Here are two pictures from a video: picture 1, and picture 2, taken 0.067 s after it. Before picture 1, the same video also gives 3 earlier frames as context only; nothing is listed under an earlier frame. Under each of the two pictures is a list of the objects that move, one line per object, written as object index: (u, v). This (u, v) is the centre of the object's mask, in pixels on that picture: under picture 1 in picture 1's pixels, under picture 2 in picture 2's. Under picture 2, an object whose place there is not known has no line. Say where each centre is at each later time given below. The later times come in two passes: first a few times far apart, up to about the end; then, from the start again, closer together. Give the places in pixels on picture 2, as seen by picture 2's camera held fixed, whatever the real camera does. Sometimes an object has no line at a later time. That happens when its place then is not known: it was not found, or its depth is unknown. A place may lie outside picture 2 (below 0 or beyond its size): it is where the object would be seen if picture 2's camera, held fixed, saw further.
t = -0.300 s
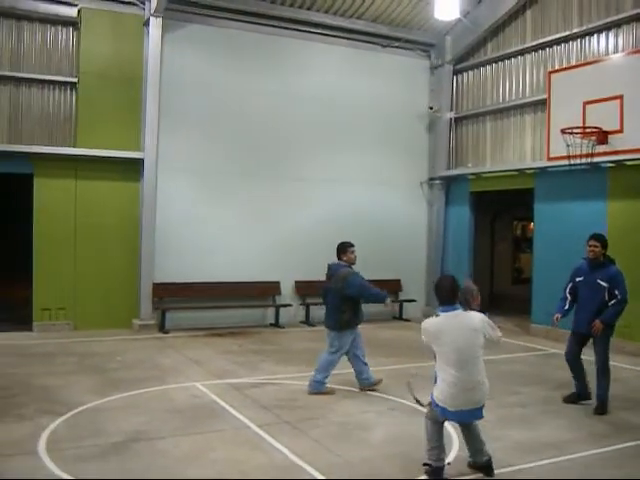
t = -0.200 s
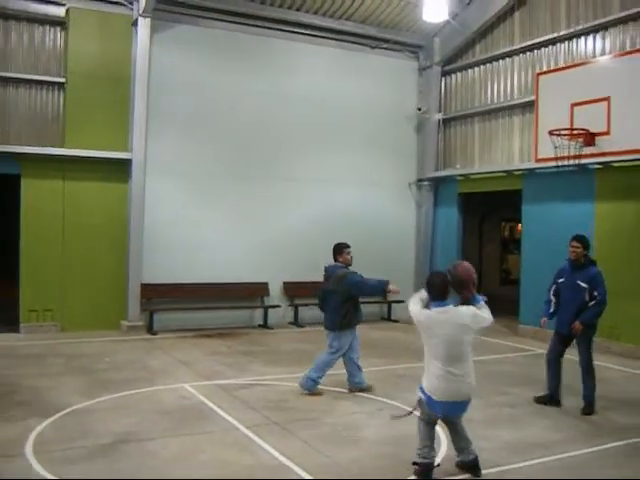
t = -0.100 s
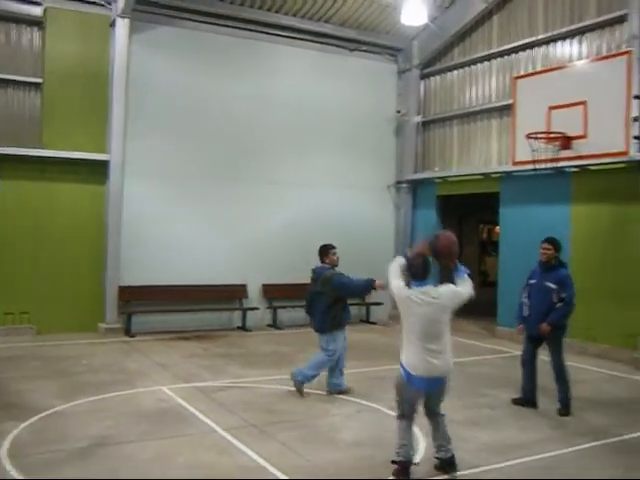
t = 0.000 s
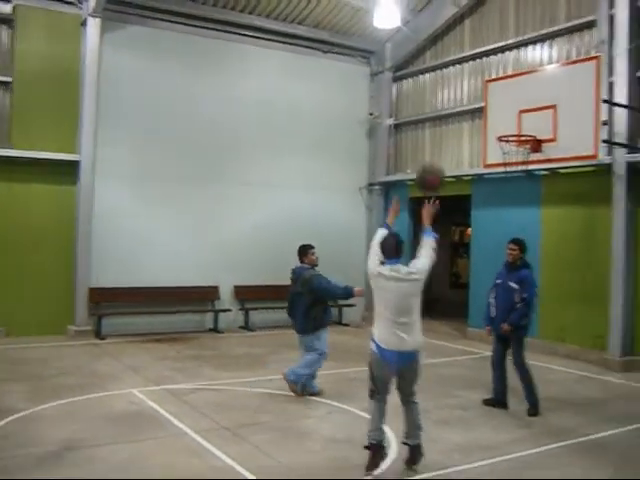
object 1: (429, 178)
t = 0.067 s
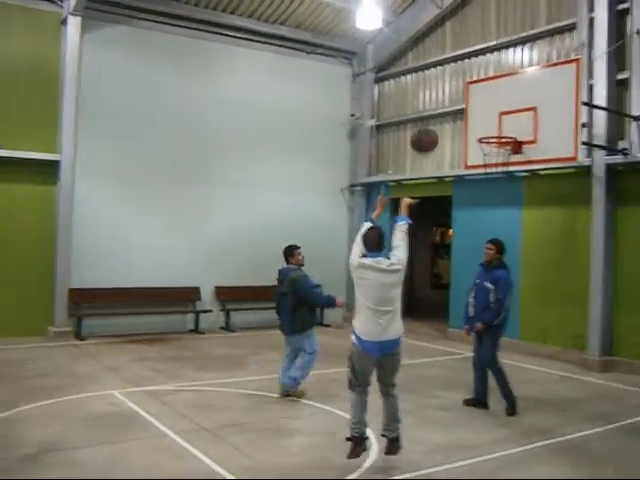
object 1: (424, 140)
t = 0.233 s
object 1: (451, 77)
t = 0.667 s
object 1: (497, 69)
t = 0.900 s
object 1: (515, 126)
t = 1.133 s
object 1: (502, 110)
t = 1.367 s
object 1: (483, 125)
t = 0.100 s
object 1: (430, 123)
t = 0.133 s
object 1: (435, 109)
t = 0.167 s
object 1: (440, 97)
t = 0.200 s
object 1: (446, 86)
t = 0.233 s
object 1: (451, 77)
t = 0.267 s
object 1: (455, 69)
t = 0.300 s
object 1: (460, 64)
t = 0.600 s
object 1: (491, 59)
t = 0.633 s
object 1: (495, 64)
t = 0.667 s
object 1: (497, 69)
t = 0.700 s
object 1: (500, 75)
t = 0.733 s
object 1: (503, 82)
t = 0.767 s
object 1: (505, 89)
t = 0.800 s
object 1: (508, 97)
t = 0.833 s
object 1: (510, 106)
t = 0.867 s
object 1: (513, 115)
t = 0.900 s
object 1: (515, 126)
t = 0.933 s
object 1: (518, 131)
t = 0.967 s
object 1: (516, 126)
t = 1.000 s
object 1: (512, 120)
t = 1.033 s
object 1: (510, 117)
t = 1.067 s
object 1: (508, 114)
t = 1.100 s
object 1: (505, 111)
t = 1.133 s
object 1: (502, 110)
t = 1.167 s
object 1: (500, 110)
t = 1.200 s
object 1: (497, 110)
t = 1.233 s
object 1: (494, 111)
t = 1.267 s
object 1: (491, 113)
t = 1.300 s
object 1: (489, 116)
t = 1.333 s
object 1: (486, 120)
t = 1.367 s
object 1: (483, 125)
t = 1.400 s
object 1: (480, 132)
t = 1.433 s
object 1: (477, 138)
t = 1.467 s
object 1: (475, 146)
